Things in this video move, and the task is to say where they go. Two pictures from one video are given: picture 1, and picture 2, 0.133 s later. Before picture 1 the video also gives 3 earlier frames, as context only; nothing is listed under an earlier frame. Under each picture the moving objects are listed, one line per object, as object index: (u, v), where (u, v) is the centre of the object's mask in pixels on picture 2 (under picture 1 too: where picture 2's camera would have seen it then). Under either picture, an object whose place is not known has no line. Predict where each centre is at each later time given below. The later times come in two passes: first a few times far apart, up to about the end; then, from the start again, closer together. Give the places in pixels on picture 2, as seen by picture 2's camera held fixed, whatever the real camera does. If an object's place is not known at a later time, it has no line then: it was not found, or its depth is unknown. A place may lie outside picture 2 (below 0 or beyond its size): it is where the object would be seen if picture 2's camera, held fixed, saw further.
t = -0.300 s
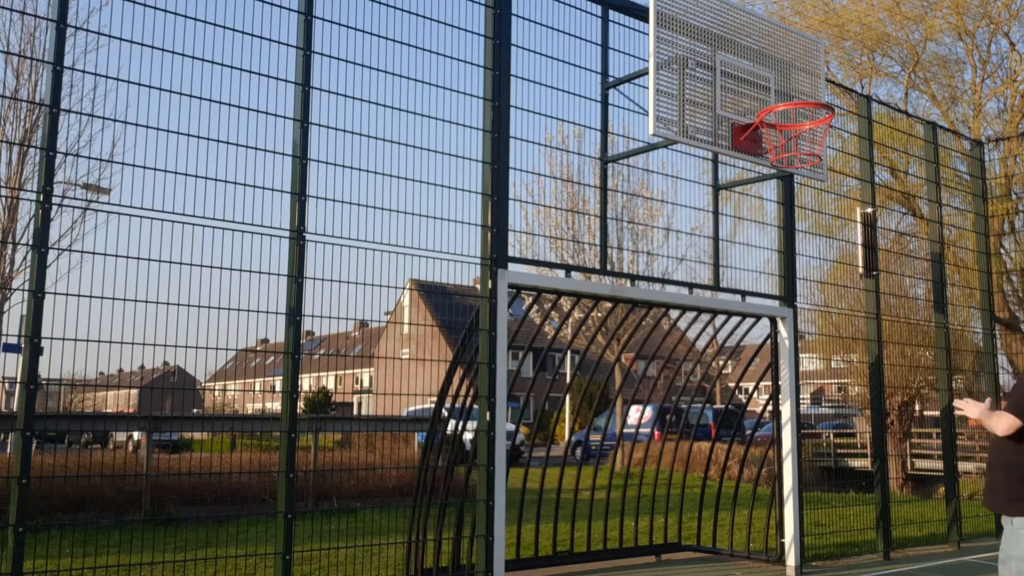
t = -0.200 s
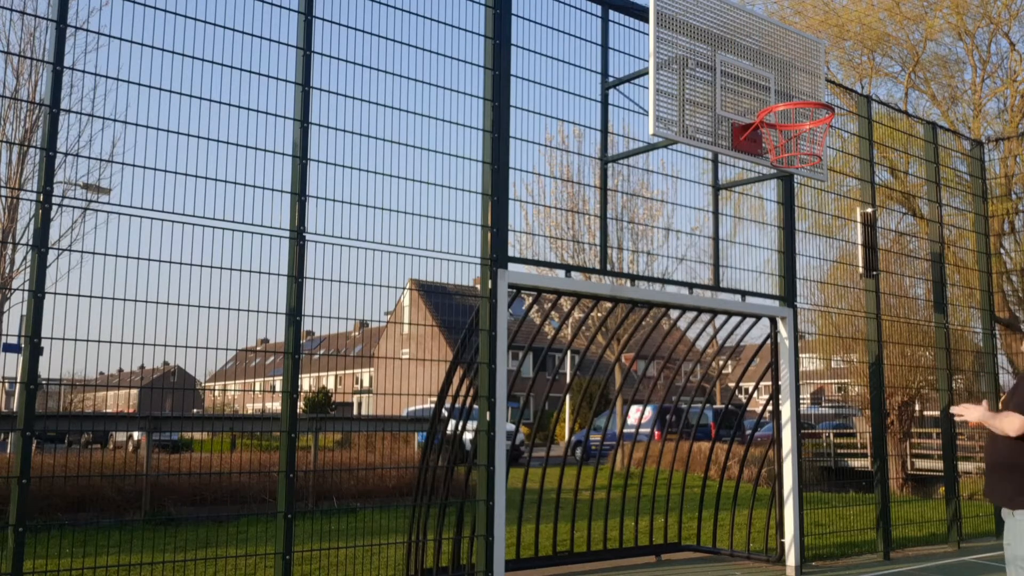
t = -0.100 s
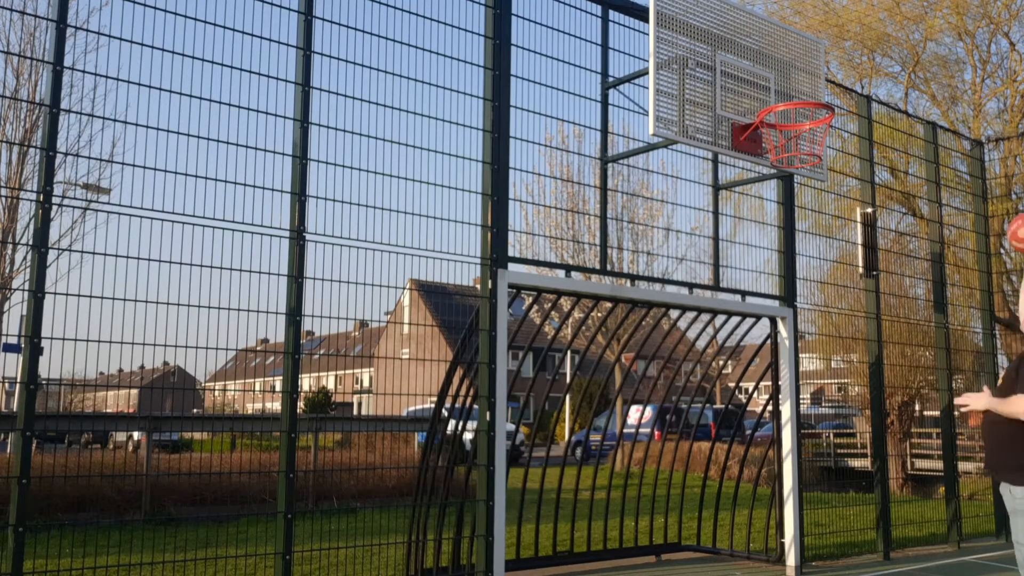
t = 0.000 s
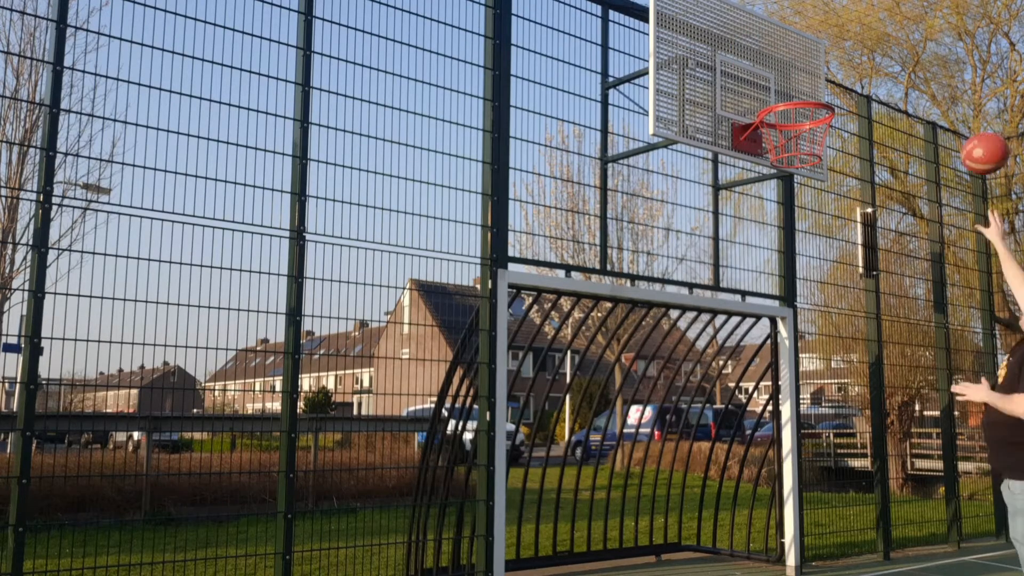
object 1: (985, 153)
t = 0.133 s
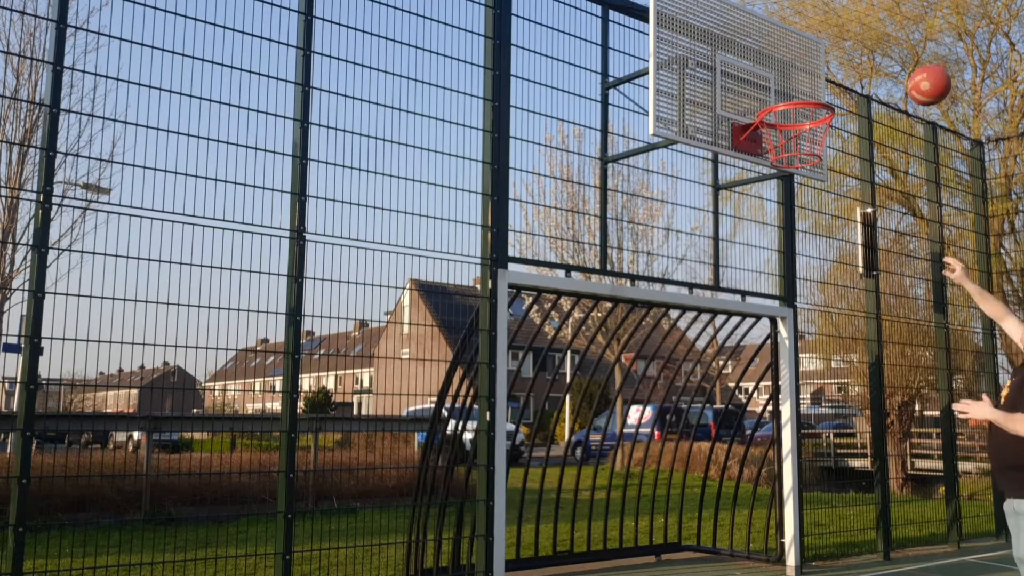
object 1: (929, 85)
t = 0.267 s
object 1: (881, 54)
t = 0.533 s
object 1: (802, 77)
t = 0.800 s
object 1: (797, 100)
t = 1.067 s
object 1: (758, 89)
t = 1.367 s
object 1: (740, 98)
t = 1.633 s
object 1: (717, 150)
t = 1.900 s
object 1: (683, 313)
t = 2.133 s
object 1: (657, 565)
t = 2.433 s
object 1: (616, 388)
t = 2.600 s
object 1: (595, 308)
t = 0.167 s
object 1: (917, 74)
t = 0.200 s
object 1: (904, 65)
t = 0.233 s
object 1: (893, 58)
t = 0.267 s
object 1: (881, 54)
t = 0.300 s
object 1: (869, 51)
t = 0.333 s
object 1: (859, 49)
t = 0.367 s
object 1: (849, 50)
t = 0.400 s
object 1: (839, 52)
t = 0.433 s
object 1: (829, 56)
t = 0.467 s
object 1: (820, 61)
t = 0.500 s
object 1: (811, 68)
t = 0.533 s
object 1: (802, 77)
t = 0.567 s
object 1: (793, 86)
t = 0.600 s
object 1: (784, 93)
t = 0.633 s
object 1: (778, 109)
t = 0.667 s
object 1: (787, 110)
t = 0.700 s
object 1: (801, 107)
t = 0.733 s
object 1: (816, 108)
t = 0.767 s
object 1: (808, 103)
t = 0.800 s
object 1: (797, 100)
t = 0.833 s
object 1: (786, 93)
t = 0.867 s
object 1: (775, 95)
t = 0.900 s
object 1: (764, 97)
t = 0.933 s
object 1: (763, 94)
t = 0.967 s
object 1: (762, 91)
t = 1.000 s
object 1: (760, 89)
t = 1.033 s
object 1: (759, 88)
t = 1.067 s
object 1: (758, 89)
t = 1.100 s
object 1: (756, 92)
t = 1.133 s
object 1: (755, 95)
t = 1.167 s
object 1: (752, 98)
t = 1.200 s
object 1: (748, 96)
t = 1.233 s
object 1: (744, 94)
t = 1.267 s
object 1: (740, 94)
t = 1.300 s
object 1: (738, 95)
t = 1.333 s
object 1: (739, 96)
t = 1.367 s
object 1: (740, 98)
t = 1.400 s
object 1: (742, 102)
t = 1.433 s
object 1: (742, 106)
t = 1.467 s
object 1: (738, 109)
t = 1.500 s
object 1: (733, 114)
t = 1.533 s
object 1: (729, 120)
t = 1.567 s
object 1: (724, 128)
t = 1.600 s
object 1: (721, 138)
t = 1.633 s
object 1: (717, 150)
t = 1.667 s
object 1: (713, 164)
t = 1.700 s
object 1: (708, 179)
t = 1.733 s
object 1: (704, 197)
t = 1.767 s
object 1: (699, 216)
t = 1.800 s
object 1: (696, 237)
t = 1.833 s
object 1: (692, 260)
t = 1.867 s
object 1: (687, 286)
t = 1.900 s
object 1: (683, 313)
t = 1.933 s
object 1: (679, 343)
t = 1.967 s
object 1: (675, 375)
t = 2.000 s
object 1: (672, 409)
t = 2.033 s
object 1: (668, 446)
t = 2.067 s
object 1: (665, 486)
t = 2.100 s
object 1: (662, 528)
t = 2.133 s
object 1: (657, 565)
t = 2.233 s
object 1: (643, 550)
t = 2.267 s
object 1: (638, 518)
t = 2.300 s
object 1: (634, 488)
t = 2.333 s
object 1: (629, 460)
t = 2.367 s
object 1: (625, 435)
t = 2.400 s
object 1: (621, 410)
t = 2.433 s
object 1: (616, 388)
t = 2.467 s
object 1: (611, 369)
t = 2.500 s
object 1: (607, 350)
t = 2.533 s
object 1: (603, 335)
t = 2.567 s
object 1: (599, 320)
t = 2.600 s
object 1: (595, 308)
